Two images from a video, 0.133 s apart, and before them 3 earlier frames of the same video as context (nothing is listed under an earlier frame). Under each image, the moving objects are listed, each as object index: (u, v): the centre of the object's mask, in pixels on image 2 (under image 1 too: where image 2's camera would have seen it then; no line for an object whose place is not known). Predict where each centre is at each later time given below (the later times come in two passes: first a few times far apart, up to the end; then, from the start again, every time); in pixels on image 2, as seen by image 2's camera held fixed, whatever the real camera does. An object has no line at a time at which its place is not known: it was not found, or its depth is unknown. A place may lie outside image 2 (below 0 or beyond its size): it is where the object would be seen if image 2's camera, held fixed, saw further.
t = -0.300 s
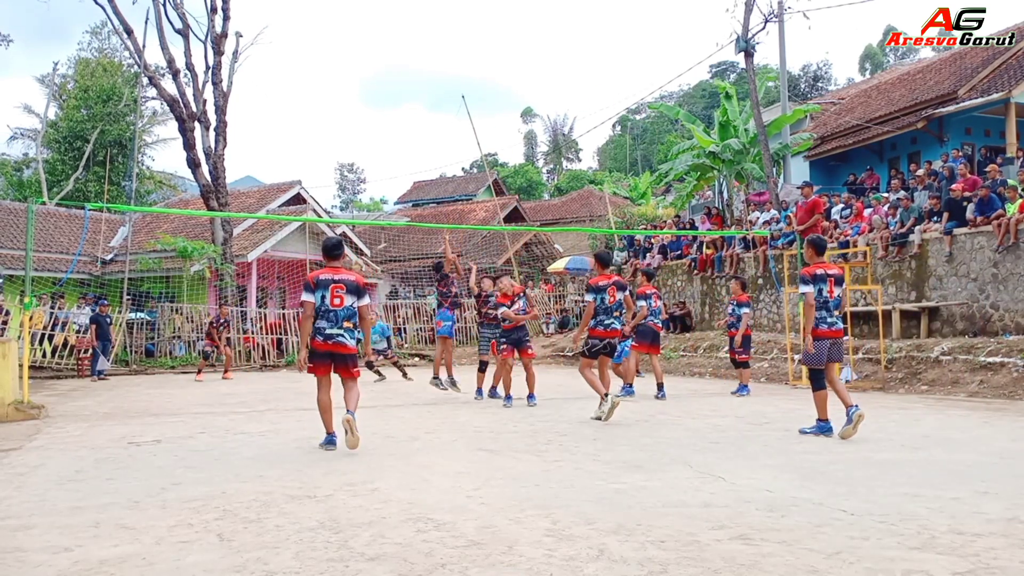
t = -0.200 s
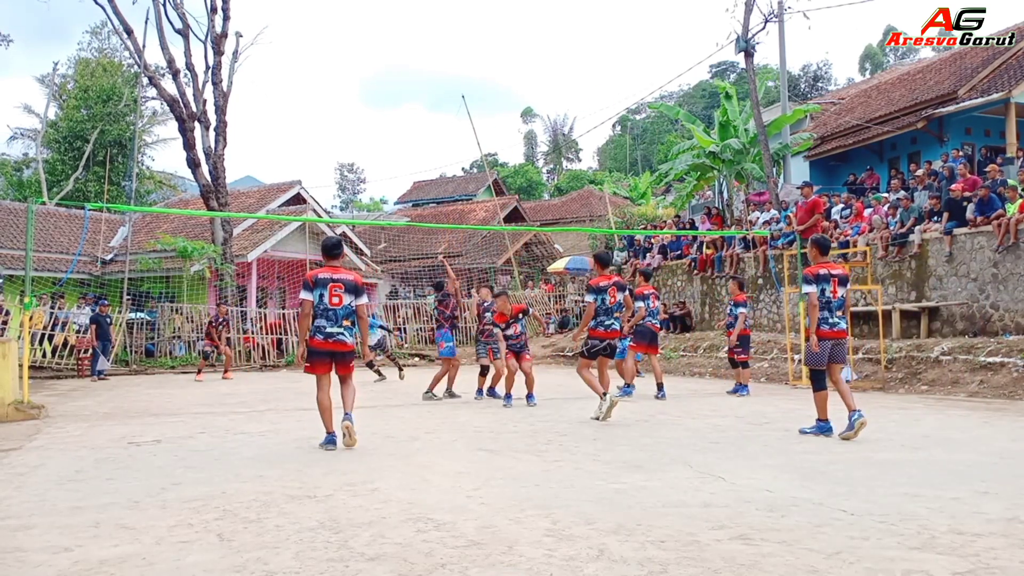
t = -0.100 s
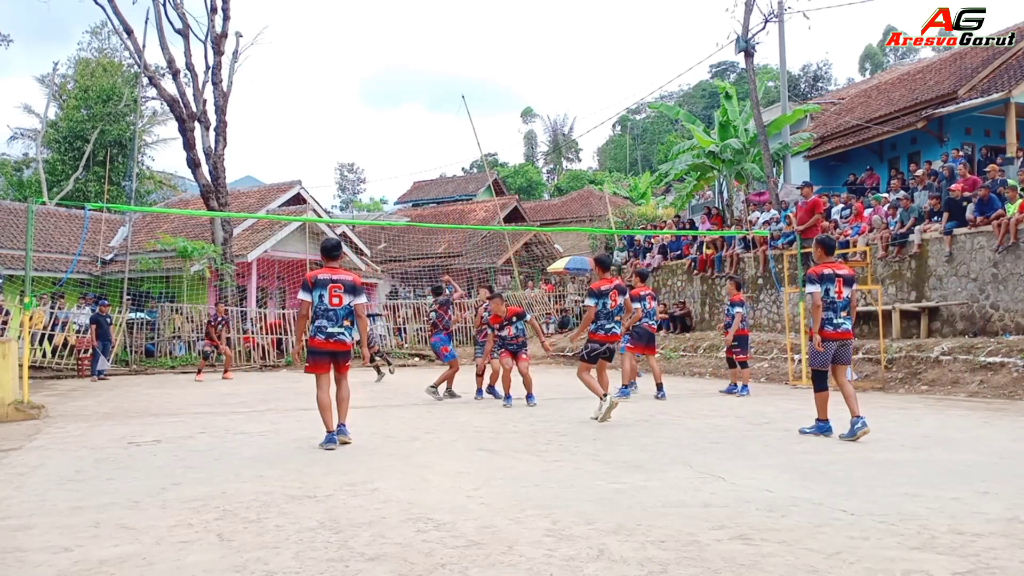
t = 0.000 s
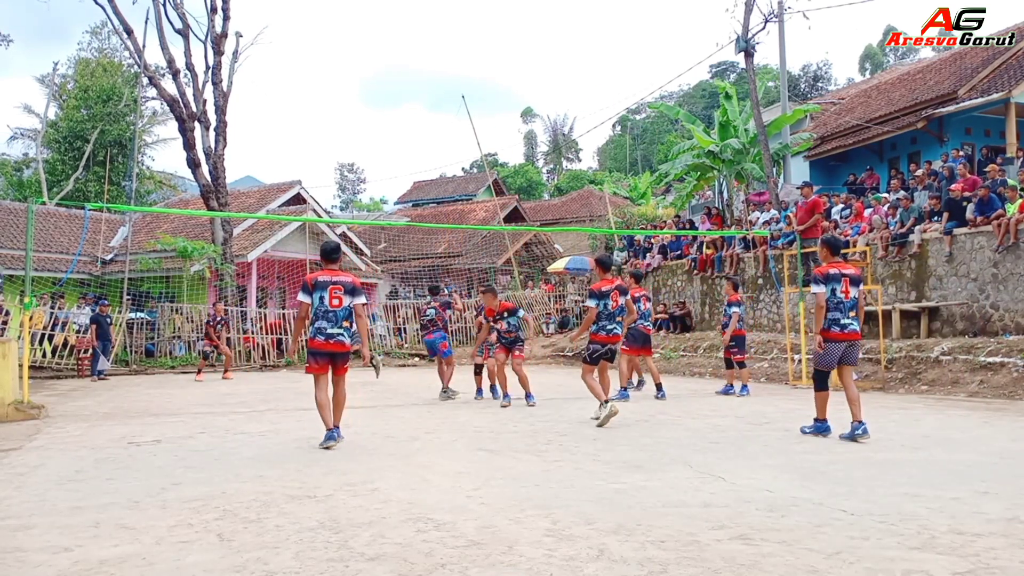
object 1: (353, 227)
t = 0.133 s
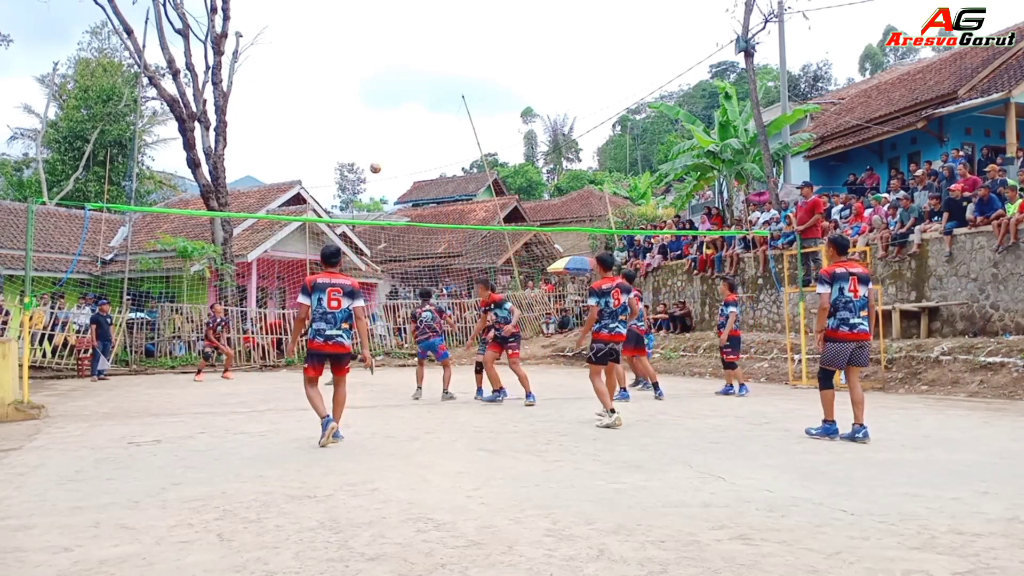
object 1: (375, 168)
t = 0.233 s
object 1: (392, 131)
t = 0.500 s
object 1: (436, 61)
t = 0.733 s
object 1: (472, 30)
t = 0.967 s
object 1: (506, 26)
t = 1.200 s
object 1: (538, 47)
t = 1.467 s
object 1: (572, 101)
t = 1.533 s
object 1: (579, 118)
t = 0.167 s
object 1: (381, 155)
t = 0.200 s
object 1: (387, 143)
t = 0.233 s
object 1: (392, 131)
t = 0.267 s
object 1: (398, 120)
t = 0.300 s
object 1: (403, 110)
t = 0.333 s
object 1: (409, 100)
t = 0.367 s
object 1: (414, 91)
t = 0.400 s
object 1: (420, 83)
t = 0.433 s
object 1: (425, 75)
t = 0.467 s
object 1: (431, 67)
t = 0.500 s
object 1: (436, 61)
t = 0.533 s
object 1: (441, 55)
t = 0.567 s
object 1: (446, 49)
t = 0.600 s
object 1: (452, 44)
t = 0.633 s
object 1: (457, 40)
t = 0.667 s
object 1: (462, 36)
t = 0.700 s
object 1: (467, 33)
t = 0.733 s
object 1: (472, 30)
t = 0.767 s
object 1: (477, 28)
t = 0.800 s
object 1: (482, 26)
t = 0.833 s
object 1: (487, 25)
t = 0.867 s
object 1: (492, 25)
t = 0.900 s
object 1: (497, 24)
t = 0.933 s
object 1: (501, 25)
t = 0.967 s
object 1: (506, 26)
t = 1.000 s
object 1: (511, 28)
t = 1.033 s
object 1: (515, 30)
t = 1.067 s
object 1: (520, 32)
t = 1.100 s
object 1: (524, 35)
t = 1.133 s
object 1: (529, 39)
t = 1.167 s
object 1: (533, 43)
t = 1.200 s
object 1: (538, 47)
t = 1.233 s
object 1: (542, 52)
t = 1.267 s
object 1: (547, 58)
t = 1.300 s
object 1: (551, 64)
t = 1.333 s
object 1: (555, 71)
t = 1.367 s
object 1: (559, 77)
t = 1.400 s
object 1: (563, 85)
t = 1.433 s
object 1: (567, 92)
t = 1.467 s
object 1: (572, 101)
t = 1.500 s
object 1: (576, 109)
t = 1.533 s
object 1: (579, 118)
